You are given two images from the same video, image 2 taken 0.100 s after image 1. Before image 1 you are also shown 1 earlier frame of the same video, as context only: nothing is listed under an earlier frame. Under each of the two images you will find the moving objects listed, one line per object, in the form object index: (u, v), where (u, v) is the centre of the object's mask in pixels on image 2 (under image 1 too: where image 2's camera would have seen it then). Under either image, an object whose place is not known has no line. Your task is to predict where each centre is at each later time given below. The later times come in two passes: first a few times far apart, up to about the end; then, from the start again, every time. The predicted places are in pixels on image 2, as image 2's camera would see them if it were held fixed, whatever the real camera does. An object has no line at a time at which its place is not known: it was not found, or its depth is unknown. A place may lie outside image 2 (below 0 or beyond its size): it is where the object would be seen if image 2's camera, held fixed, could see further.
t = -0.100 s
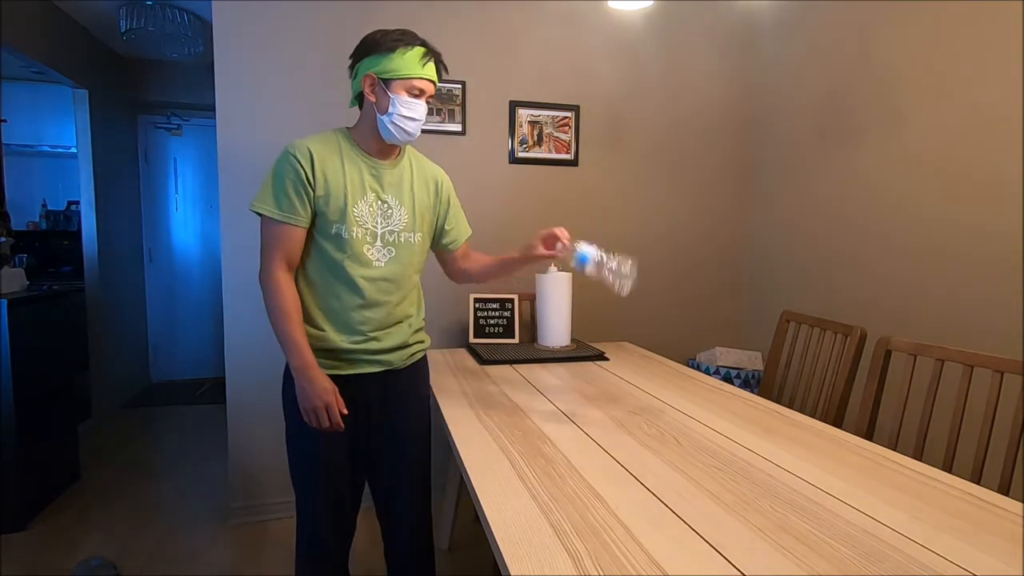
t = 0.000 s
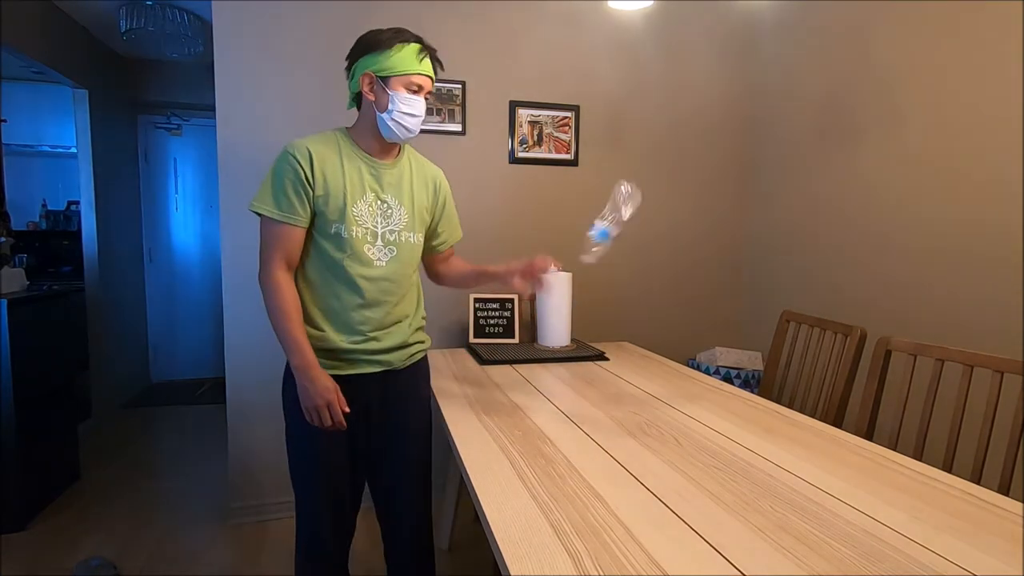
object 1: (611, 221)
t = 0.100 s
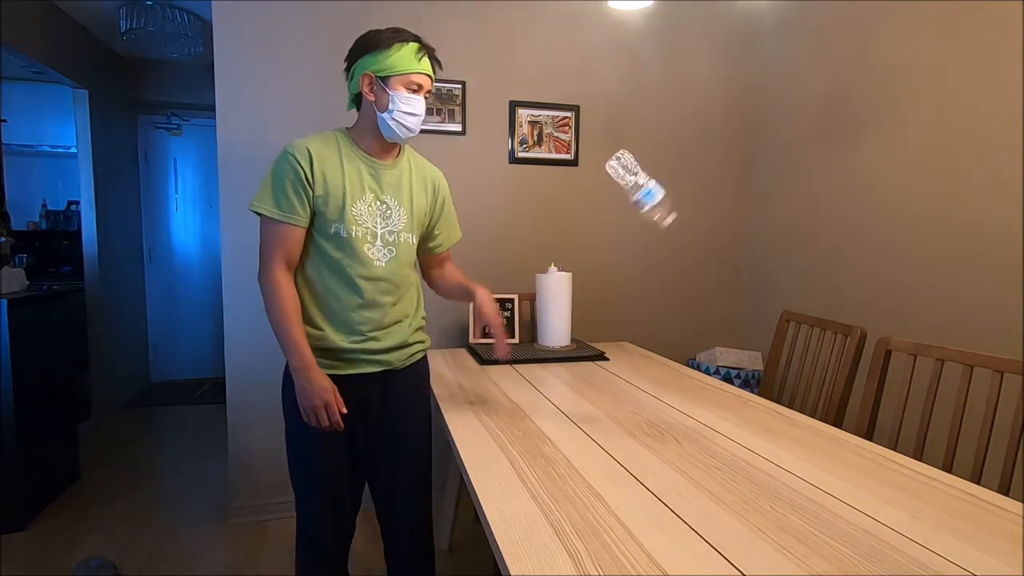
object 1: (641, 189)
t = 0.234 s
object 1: (646, 187)
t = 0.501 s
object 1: (623, 384)
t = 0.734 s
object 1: (624, 384)
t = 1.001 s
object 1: (624, 384)
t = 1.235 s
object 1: (624, 384)
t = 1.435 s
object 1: (624, 384)
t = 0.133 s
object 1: (647, 181)
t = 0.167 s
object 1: (649, 177)
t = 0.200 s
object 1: (648, 179)
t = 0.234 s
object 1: (646, 187)
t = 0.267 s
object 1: (643, 201)
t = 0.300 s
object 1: (640, 222)
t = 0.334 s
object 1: (636, 249)
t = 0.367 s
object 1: (633, 280)
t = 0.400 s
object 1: (631, 314)
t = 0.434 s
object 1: (627, 362)
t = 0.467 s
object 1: (624, 384)
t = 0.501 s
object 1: (623, 384)
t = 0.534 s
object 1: (621, 383)
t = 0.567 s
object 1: (621, 383)
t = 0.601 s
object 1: (620, 383)
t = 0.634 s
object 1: (620, 383)
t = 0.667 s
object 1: (621, 383)
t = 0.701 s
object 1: (623, 384)
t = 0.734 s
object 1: (624, 384)
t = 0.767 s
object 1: (624, 384)
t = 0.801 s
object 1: (624, 384)
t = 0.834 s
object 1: (624, 384)
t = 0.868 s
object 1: (624, 384)
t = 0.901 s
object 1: (624, 384)
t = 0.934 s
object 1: (624, 384)
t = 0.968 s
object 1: (624, 384)
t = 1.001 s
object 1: (624, 384)
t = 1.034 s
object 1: (624, 384)
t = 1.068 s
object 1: (625, 384)
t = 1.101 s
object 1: (625, 384)
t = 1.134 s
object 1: (625, 384)
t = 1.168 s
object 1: (624, 384)
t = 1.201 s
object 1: (624, 384)
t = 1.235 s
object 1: (624, 384)
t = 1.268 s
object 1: (624, 384)
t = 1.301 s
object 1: (624, 384)
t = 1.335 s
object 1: (624, 384)
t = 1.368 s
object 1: (624, 384)
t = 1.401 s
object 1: (625, 384)
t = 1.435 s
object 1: (624, 384)
